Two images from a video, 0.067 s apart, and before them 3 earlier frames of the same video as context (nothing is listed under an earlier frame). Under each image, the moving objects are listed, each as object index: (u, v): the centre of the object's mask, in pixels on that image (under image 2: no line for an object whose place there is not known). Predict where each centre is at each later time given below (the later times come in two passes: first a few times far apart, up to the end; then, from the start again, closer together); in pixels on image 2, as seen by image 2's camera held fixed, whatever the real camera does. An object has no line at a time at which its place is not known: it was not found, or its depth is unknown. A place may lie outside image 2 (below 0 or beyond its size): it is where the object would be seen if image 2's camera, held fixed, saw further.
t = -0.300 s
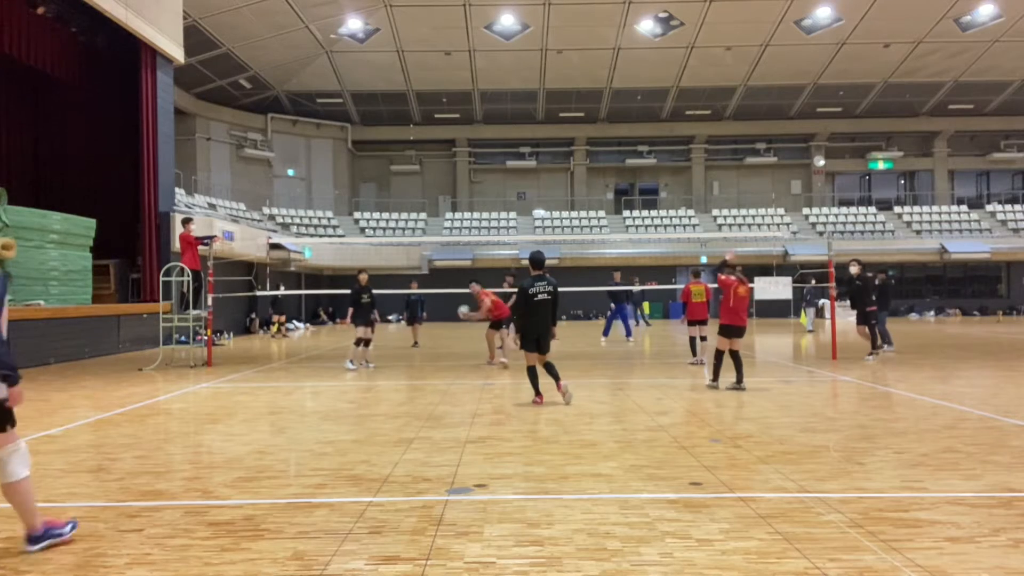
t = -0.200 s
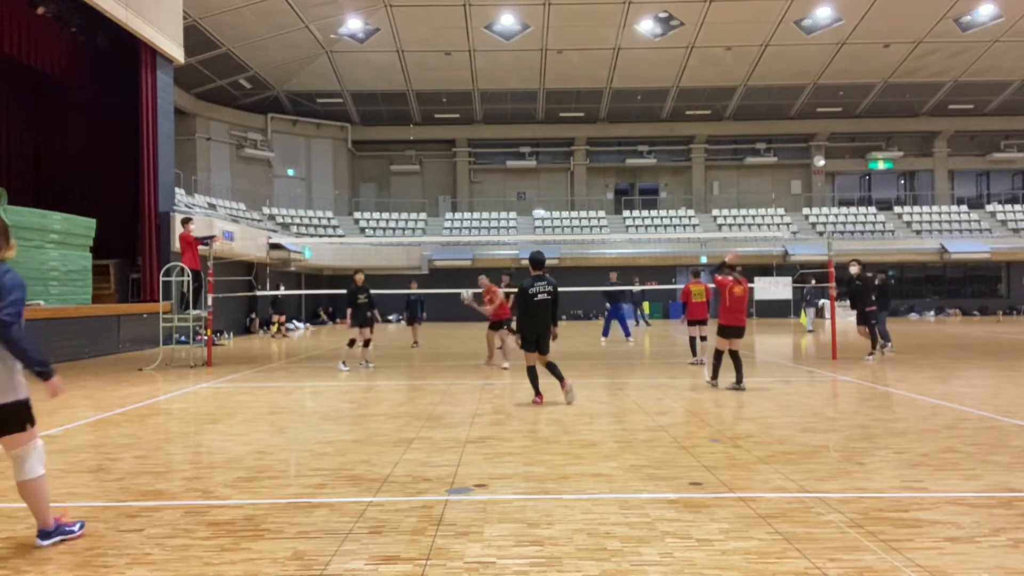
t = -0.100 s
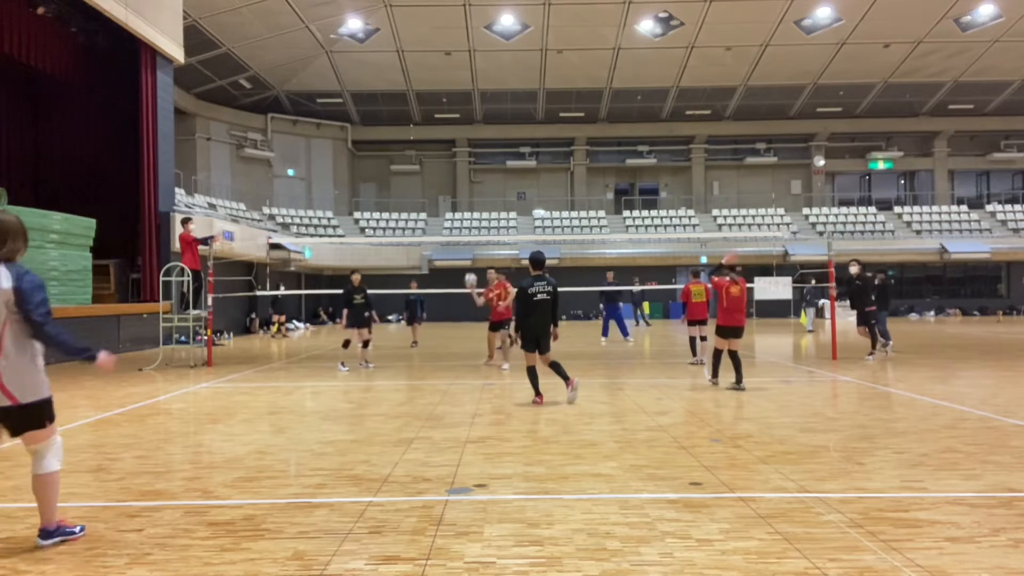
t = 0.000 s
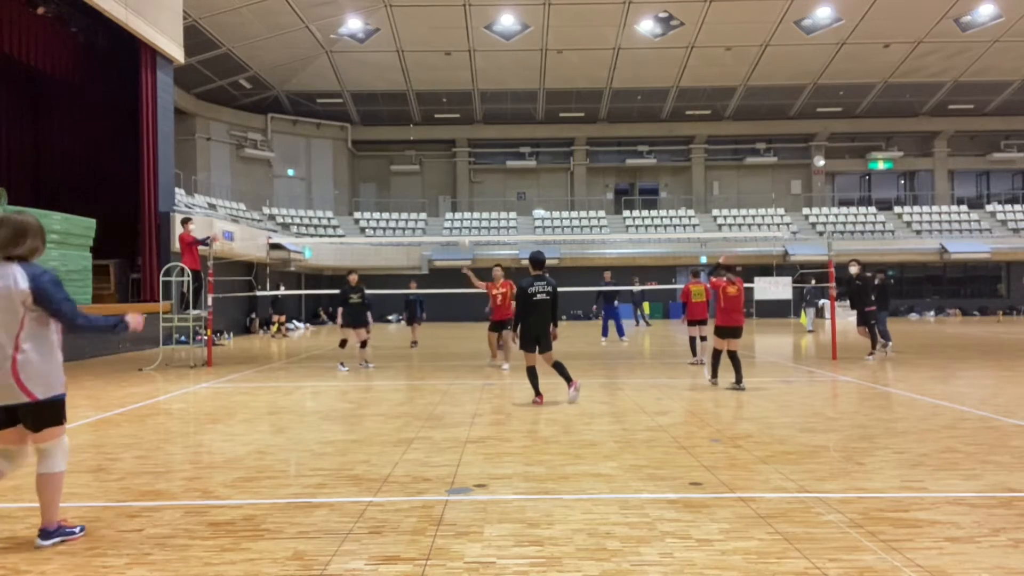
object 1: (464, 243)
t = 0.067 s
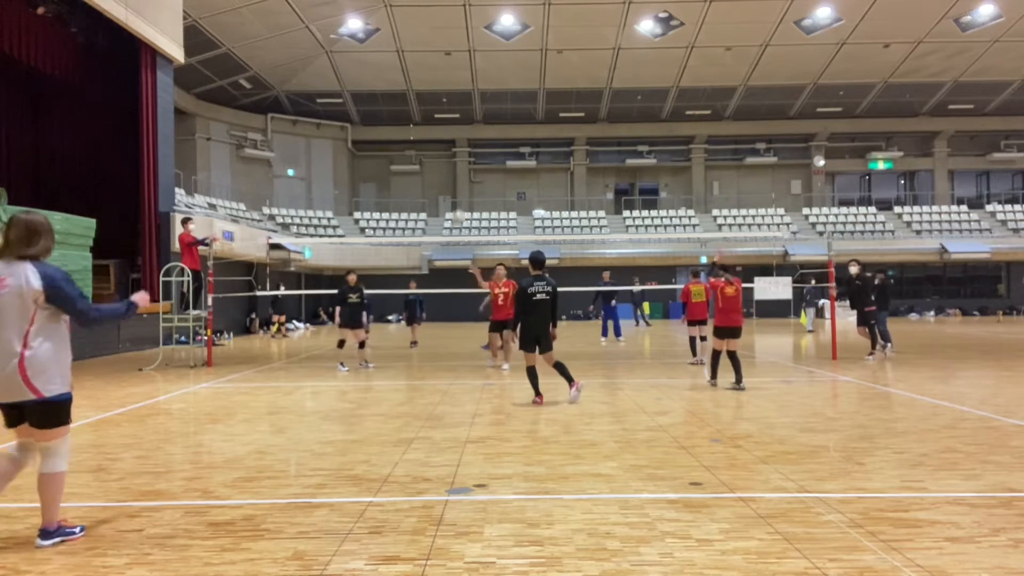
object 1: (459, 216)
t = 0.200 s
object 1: (446, 172)
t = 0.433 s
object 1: (419, 106)
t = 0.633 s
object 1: (388, 71)
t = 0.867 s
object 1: (341, 69)
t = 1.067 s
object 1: (287, 120)
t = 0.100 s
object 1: (455, 205)
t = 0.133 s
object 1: (452, 195)
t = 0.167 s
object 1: (449, 183)
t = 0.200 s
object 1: (446, 172)
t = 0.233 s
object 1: (442, 162)
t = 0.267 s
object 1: (439, 151)
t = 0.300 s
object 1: (435, 141)
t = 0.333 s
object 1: (431, 132)
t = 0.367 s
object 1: (427, 123)
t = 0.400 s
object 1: (423, 114)
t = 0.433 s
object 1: (419, 106)
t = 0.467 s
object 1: (414, 99)
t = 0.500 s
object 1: (409, 92)
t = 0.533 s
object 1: (404, 85)
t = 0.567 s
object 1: (399, 80)
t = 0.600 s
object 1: (394, 75)
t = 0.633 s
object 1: (388, 71)
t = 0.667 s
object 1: (383, 68)
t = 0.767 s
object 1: (364, 63)
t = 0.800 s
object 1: (356, 64)
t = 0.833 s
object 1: (349, 65)
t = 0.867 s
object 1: (341, 69)
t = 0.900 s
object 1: (333, 73)
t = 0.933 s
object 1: (325, 79)
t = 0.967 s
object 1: (316, 87)
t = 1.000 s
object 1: (307, 96)
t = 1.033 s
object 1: (297, 107)
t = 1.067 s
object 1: (287, 120)
